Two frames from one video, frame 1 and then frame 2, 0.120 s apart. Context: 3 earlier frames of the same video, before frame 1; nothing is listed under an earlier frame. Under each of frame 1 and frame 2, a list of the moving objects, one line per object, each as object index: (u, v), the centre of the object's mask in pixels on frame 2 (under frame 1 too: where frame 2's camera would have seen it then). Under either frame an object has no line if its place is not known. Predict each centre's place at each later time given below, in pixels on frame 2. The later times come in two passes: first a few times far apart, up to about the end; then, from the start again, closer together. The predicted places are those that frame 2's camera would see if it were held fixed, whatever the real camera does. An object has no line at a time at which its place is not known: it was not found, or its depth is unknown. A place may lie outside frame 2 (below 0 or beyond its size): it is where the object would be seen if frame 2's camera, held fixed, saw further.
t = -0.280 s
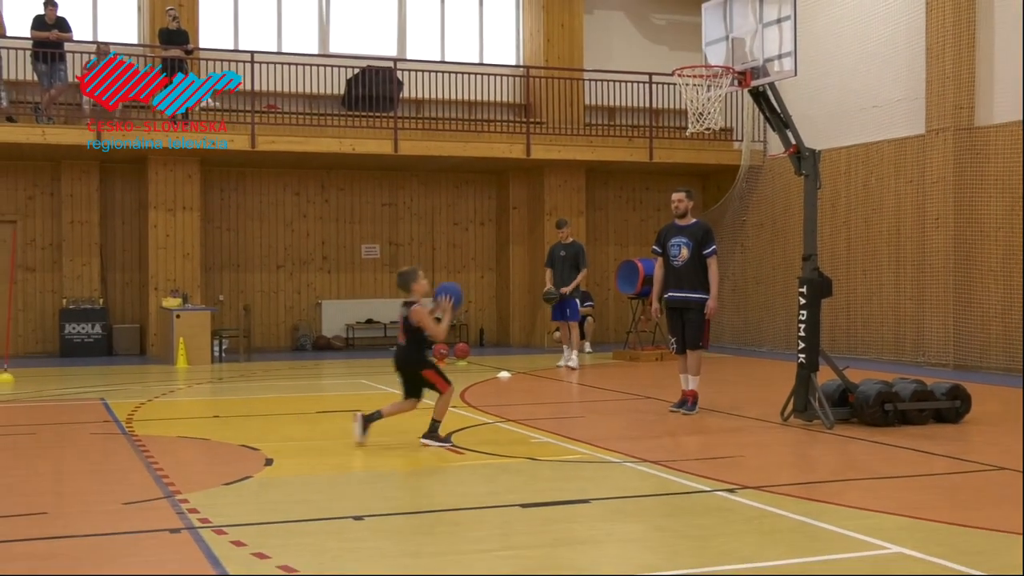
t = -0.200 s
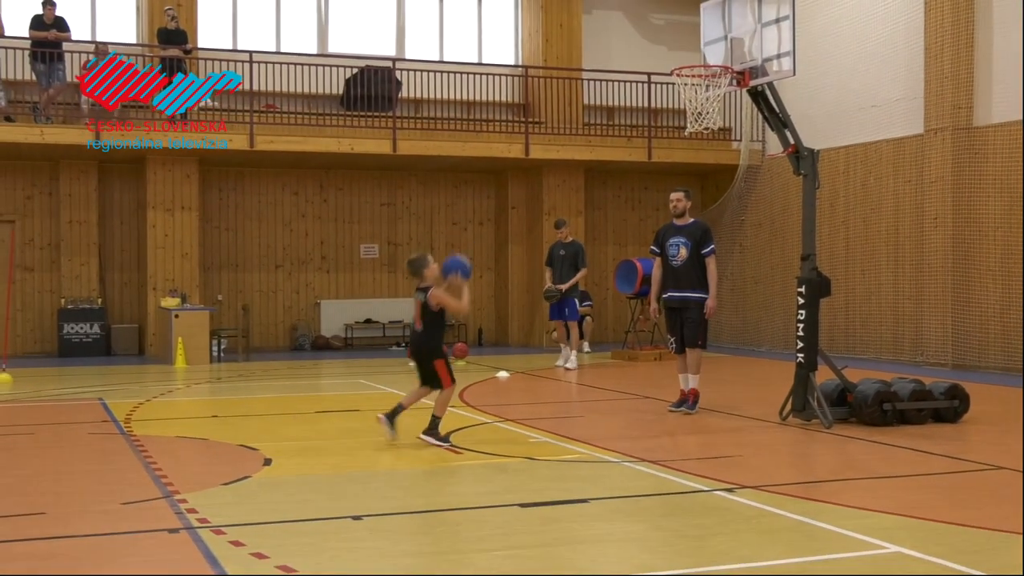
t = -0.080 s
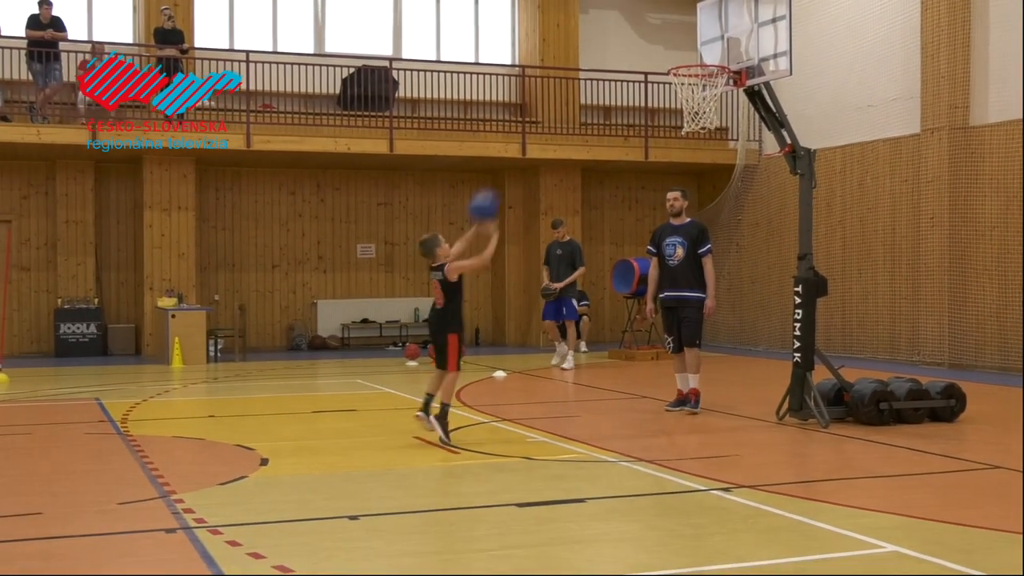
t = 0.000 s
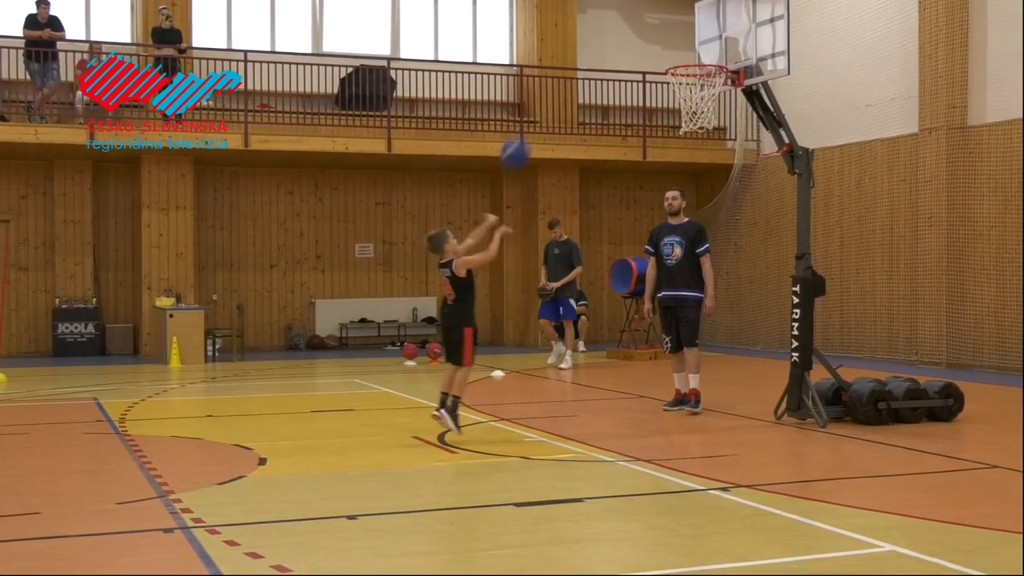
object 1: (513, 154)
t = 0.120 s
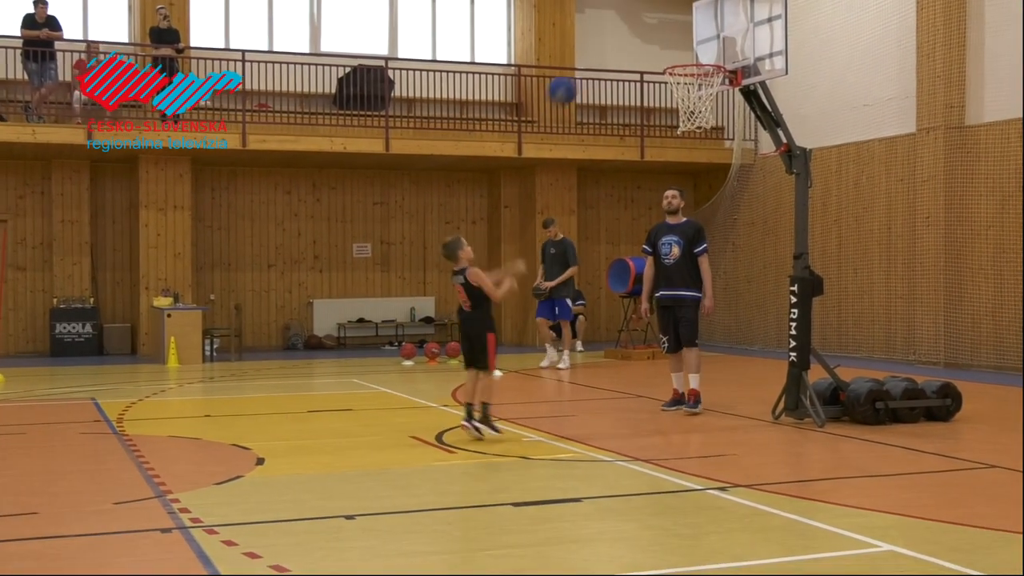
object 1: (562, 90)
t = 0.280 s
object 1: (625, 39)
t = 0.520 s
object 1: (712, 24)
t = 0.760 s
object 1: (681, 57)
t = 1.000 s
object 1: (701, 80)
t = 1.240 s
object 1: (679, 125)
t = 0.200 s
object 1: (594, 60)
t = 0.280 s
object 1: (625, 39)
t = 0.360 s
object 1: (654, 26)
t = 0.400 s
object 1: (668, 23)
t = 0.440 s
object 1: (683, 21)
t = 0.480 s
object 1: (697, 22)
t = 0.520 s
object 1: (712, 24)
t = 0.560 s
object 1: (721, 28)
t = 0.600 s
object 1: (711, 32)
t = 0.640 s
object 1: (701, 39)
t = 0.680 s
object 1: (690, 48)
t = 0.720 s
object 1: (680, 57)
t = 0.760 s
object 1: (681, 57)
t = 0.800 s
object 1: (687, 57)
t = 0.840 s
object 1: (694, 57)
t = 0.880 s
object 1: (700, 60)
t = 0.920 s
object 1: (706, 70)
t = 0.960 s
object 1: (707, 75)
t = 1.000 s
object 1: (701, 80)
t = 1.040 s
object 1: (696, 87)
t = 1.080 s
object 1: (692, 96)
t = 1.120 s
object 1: (686, 106)
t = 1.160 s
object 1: (683, 112)
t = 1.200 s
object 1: (680, 119)
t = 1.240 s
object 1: (679, 125)
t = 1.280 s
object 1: (679, 136)
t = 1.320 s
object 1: (676, 144)
